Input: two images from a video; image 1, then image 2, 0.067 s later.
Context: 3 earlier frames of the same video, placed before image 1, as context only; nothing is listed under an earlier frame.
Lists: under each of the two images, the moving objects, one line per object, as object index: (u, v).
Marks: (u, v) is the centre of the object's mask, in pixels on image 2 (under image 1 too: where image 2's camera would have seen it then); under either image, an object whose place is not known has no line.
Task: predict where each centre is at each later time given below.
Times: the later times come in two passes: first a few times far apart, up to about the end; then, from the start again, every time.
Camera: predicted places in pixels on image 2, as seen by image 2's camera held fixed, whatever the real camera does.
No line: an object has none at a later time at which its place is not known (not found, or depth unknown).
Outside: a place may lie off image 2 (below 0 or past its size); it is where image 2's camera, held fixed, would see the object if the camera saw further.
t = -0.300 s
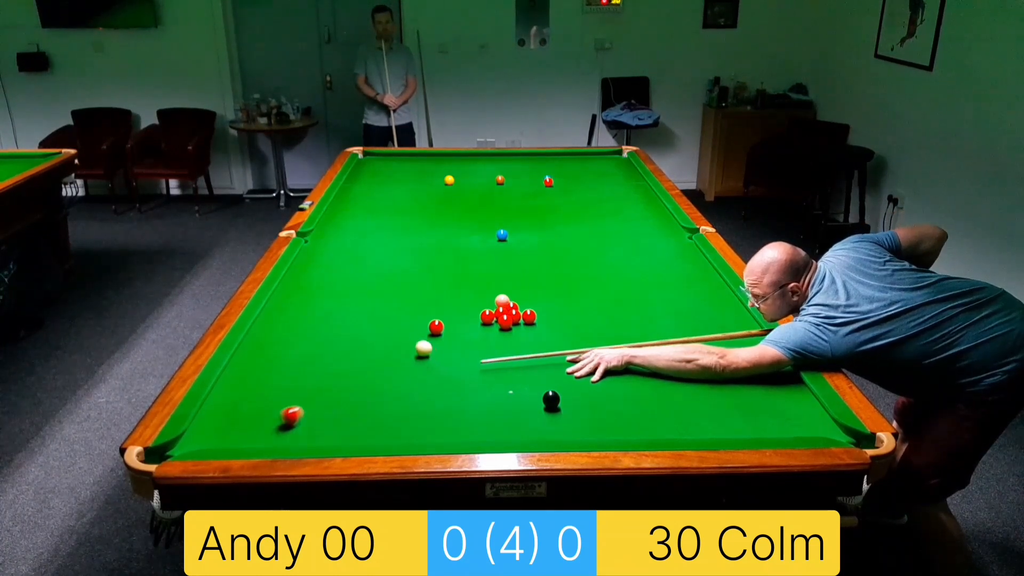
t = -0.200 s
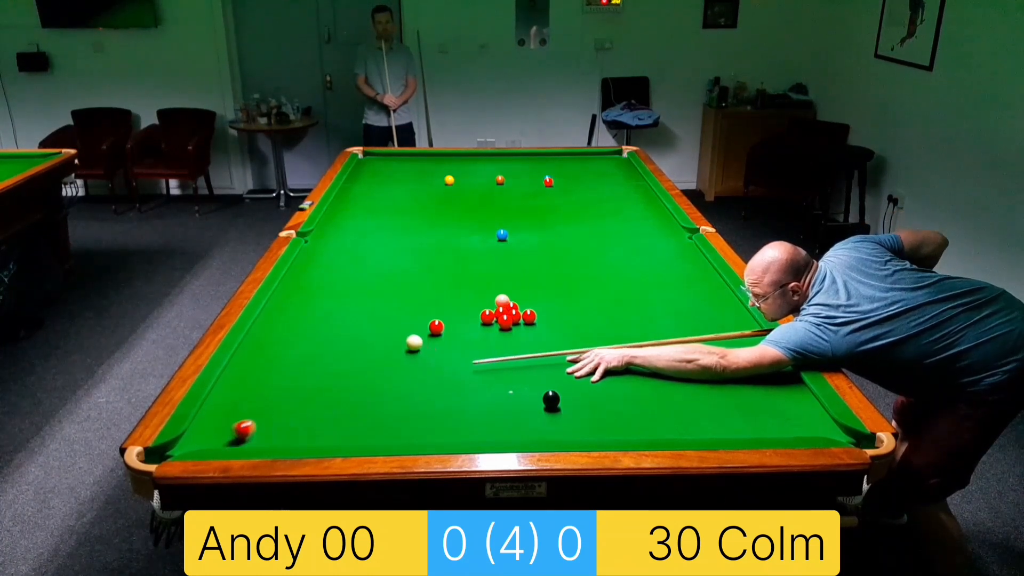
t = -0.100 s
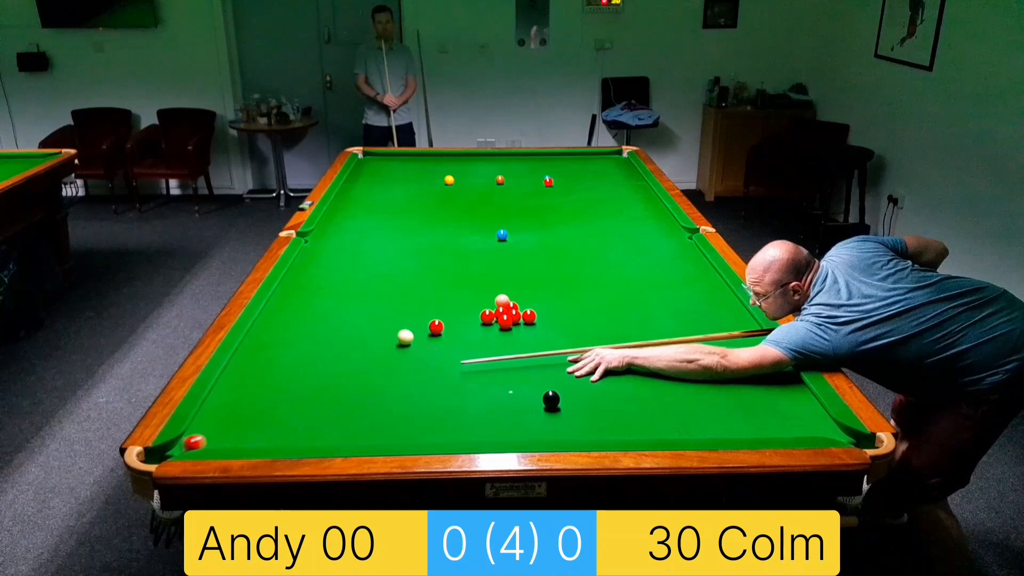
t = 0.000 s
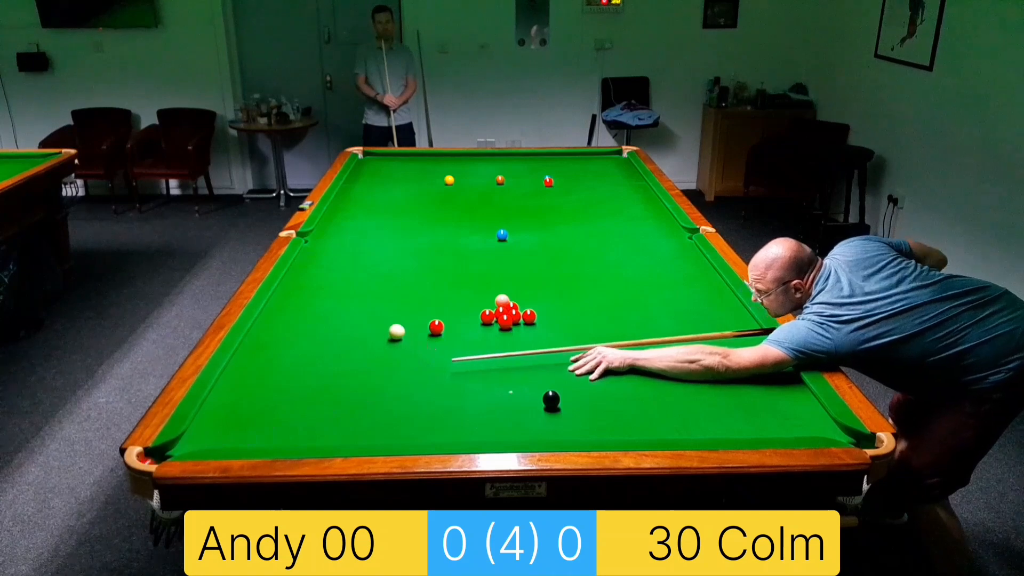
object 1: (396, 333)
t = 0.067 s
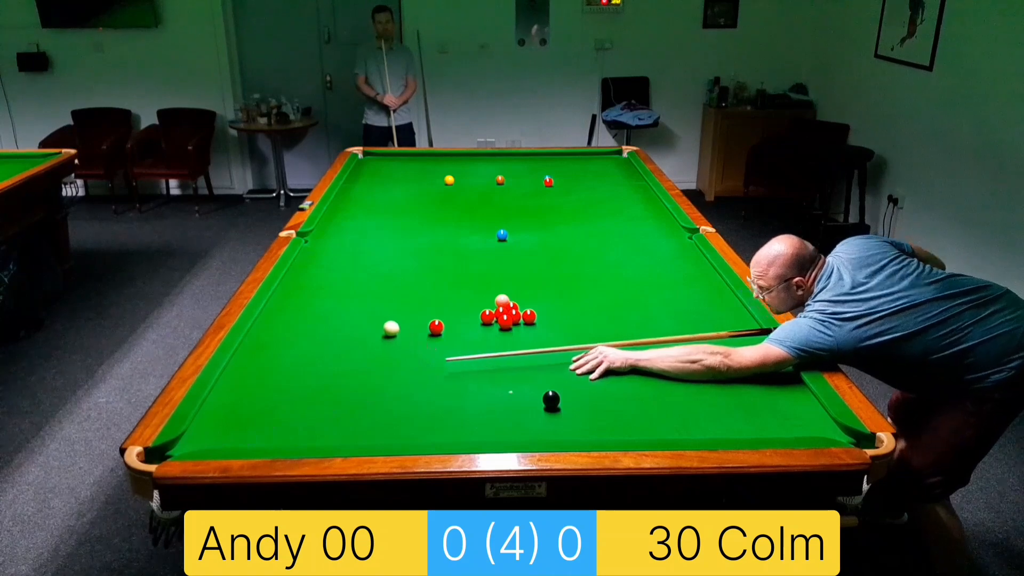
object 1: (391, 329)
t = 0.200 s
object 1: (380, 323)
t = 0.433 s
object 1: (363, 312)
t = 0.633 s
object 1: (350, 304)
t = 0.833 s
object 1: (337, 296)
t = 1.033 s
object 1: (325, 289)
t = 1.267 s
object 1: (313, 282)
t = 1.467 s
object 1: (303, 276)
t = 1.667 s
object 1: (294, 270)
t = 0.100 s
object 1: (388, 327)
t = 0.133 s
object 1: (385, 326)
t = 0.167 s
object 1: (383, 324)
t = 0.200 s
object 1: (380, 323)
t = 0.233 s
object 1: (378, 321)
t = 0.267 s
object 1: (375, 319)
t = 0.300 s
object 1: (373, 318)
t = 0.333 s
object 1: (370, 317)
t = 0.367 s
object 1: (368, 315)
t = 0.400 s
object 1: (366, 313)
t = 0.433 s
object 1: (363, 312)
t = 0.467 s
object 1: (361, 310)
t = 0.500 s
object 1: (358, 309)
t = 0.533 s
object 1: (356, 308)
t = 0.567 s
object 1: (354, 306)
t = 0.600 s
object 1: (352, 305)
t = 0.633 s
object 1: (350, 304)
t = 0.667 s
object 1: (347, 302)
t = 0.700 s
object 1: (345, 301)
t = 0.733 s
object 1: (343, 300)
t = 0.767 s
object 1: (341, 298)
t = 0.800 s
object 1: (339, 297)
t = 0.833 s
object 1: (337, 296)
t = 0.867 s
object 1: (335, 295)
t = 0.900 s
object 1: (333, 294)
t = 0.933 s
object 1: (331, 292)
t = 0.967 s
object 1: (329, 291)
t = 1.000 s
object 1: (327, 290)
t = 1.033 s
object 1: (325, 289)
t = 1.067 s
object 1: (323, 288)
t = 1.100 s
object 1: (322, 287)
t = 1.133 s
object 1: (320, 286)
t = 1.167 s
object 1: (318, 285)
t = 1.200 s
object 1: (316, 284)
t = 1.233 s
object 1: (314, 283)
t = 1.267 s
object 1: (313, 282)
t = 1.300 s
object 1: (311, 281)
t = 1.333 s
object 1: (309, 280)
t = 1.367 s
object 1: (308, 279)
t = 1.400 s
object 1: (306, 278)
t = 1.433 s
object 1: (304, 277)
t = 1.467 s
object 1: (303, 276)
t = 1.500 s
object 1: (301, 275)
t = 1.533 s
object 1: (300, 274)
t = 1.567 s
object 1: (298, 273)
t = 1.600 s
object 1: (297, 272)
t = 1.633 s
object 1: (295, 271)
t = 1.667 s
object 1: (294, 270)
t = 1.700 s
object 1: (296, 269)
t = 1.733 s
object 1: (298, 268)
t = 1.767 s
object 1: (300, 267)
